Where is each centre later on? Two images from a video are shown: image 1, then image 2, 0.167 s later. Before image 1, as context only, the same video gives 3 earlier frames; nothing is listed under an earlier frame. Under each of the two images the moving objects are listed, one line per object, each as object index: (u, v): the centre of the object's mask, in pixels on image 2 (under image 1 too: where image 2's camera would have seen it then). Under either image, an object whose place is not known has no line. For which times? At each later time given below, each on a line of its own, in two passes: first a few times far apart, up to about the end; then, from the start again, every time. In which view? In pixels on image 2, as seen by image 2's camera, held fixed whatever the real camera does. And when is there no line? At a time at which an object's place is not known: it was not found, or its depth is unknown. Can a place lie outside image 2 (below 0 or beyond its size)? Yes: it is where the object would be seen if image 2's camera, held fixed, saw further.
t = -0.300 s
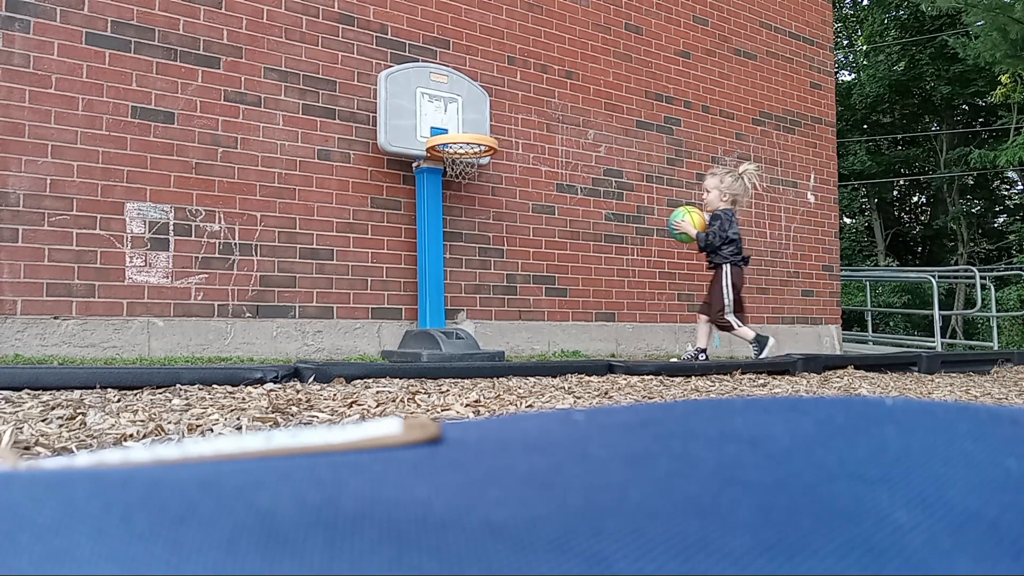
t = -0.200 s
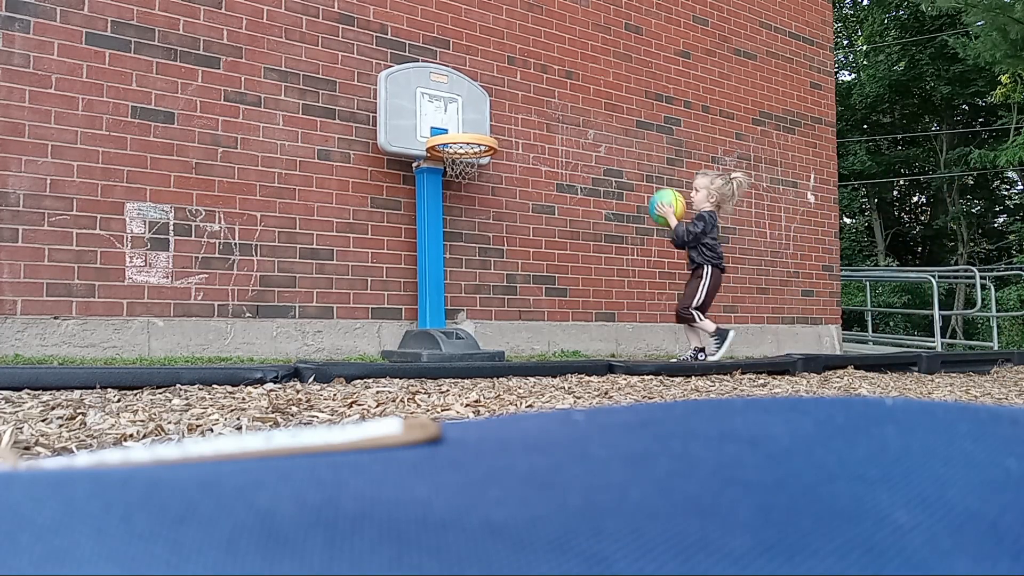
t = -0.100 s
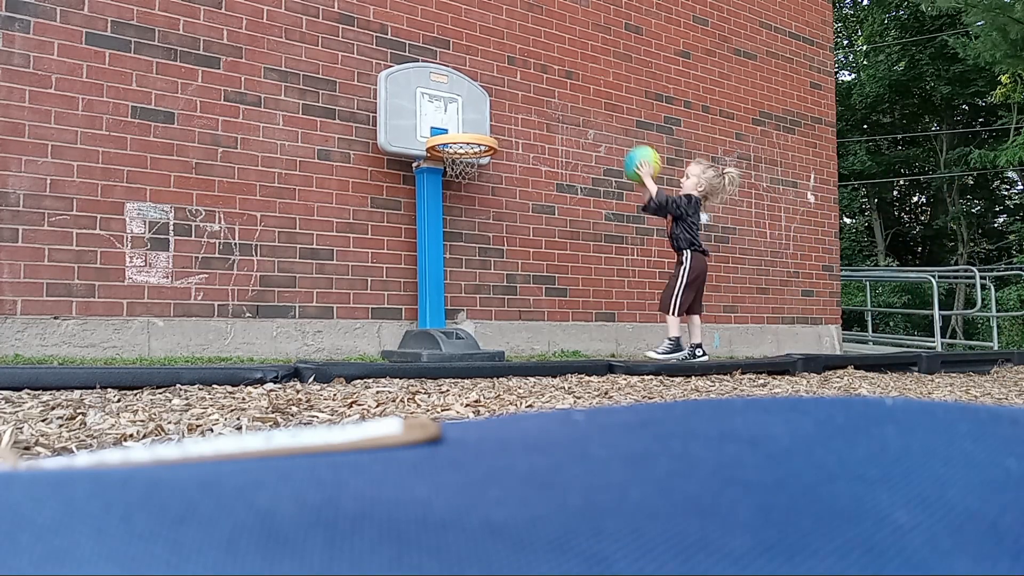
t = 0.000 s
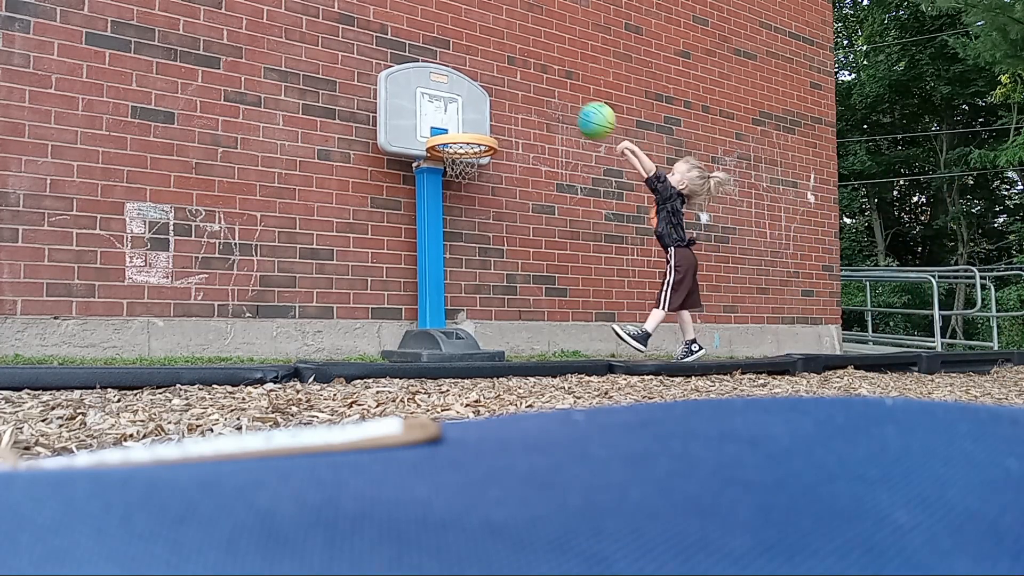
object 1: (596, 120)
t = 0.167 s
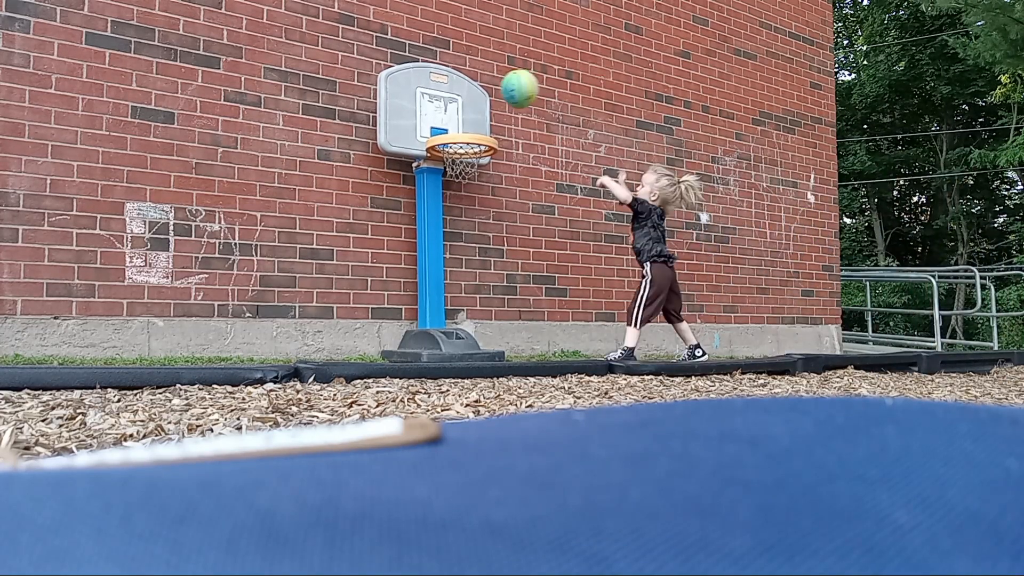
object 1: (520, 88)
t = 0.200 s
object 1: (505, 88)
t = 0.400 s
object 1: (419, 120)
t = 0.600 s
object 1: (362, 126)
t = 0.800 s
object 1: (306, 211)
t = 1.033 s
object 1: (241, 297)
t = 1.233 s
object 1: (189, 193)
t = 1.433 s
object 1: (160, 162)
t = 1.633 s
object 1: (141, 211)
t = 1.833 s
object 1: (121, 341)
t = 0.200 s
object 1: (505, 88)
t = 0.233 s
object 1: (490, 90)
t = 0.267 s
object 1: (475, 94)
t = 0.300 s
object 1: (461, 100)
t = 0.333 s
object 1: (445, 108)
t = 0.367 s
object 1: (430, 118)
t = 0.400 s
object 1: (419, 120)
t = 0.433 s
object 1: (409, 117)
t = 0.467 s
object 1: (399, 115)
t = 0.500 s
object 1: (389, 116)
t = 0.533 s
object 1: (381, 117)
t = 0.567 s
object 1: (371, 121)
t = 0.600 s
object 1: (362, 126)
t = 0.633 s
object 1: (353, 134)
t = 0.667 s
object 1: (343, 145)
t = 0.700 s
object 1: (334, 158)
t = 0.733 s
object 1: (324, 173)
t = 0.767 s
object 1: (315, 191)
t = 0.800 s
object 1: (306, 211)
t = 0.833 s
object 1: (297, 233)
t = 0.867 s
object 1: (288, 258)
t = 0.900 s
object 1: (278, 285)
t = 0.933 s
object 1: (269, 315)
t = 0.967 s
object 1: (259, 346)
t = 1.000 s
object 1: (250, 322)
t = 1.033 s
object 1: (241, 297)
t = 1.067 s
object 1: (232, 274)
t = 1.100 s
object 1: (223, 253)
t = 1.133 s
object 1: (215, 235)
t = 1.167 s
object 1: (206, 219)
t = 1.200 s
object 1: (198, 204)
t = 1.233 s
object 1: (189, 193)
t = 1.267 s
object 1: (182, 183)
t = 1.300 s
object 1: (174, 175)
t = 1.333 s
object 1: (168, 169)
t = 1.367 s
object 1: (165, 165)
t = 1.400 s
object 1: (162, 163)
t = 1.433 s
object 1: (160, 162)
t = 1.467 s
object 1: (156, 164)
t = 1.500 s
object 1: (154, 169)
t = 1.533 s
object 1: (150, 175)
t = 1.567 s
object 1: (147, 185)
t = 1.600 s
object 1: (144, 196)
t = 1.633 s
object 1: (141, 211)
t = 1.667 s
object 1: (138, 229)
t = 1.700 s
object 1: (134, 249)
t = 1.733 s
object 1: (131, 271)
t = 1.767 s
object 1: (127, 297)
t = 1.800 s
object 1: (124, 325)
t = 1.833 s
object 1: (121, 341)
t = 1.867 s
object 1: (118, 315)
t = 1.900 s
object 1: (116, 292)
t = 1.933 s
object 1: (113, 271)
